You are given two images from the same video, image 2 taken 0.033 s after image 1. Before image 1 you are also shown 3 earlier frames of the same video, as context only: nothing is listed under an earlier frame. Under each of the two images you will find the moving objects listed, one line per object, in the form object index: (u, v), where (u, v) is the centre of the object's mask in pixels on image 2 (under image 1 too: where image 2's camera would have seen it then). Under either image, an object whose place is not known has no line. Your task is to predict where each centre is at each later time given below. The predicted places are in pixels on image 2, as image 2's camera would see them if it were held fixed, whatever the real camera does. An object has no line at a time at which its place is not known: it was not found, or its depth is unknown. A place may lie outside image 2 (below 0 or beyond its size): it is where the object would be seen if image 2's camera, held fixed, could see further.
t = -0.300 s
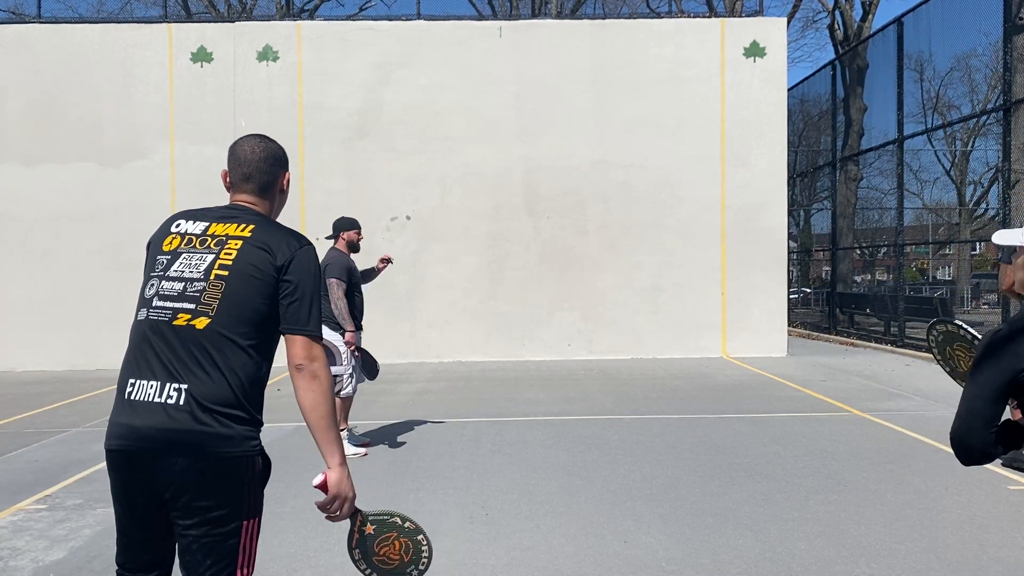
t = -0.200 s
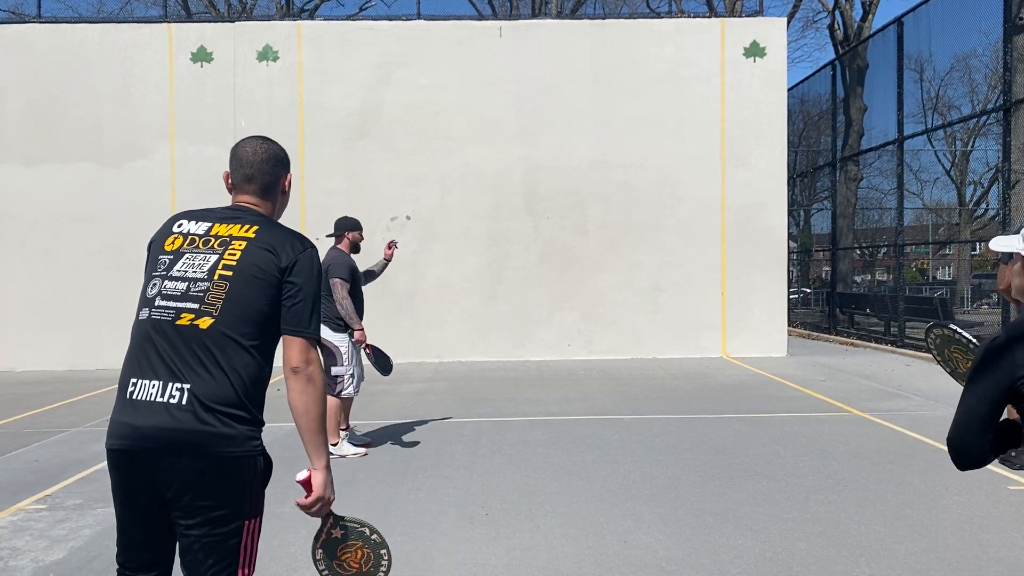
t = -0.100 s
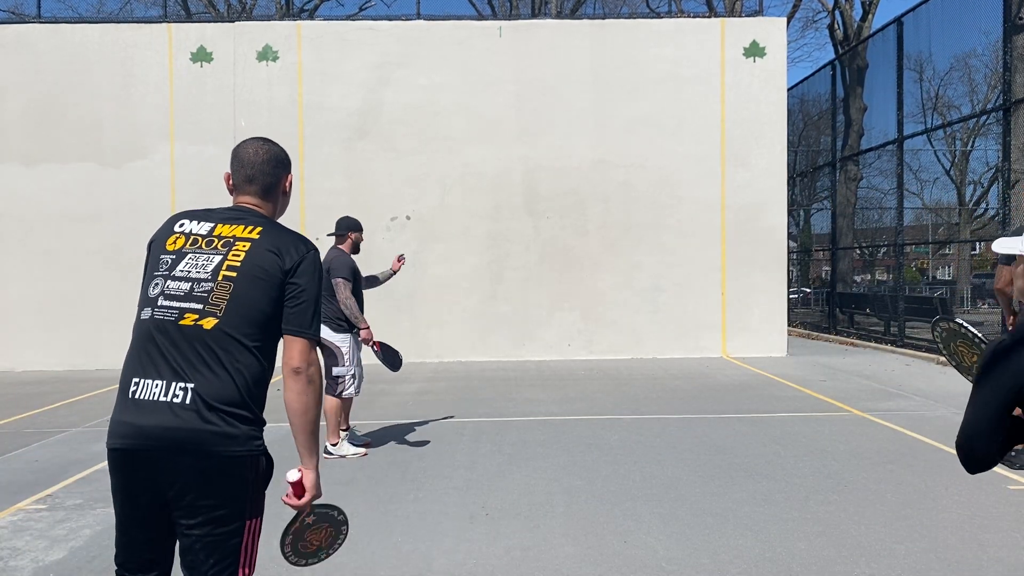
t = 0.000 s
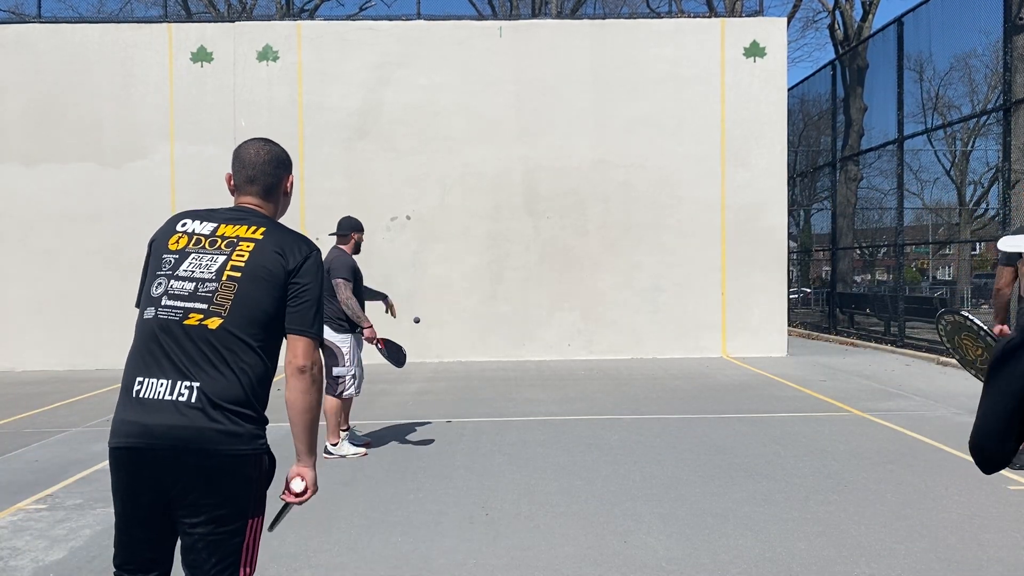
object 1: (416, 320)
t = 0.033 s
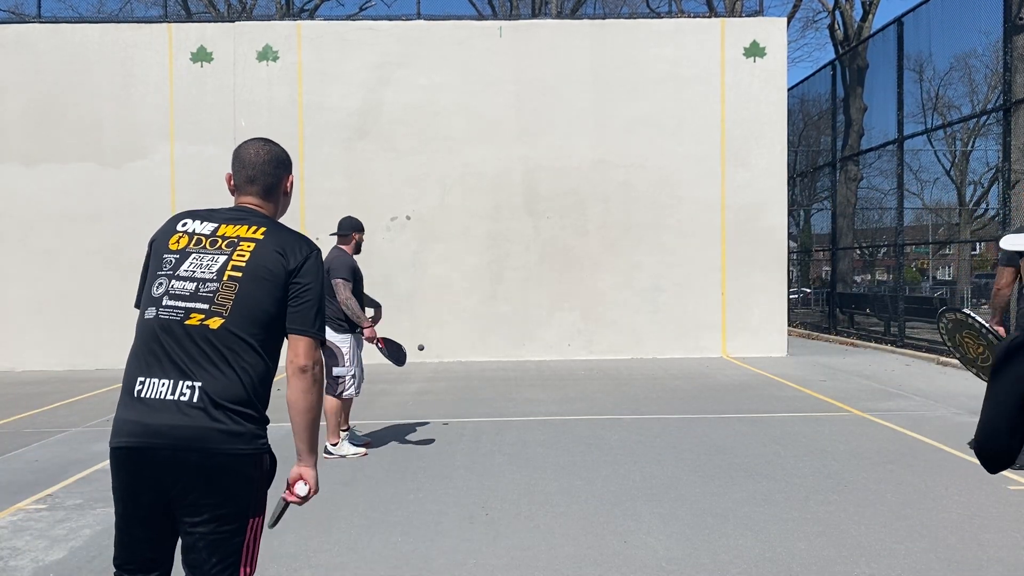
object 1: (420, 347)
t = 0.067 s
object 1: (424, 376)
